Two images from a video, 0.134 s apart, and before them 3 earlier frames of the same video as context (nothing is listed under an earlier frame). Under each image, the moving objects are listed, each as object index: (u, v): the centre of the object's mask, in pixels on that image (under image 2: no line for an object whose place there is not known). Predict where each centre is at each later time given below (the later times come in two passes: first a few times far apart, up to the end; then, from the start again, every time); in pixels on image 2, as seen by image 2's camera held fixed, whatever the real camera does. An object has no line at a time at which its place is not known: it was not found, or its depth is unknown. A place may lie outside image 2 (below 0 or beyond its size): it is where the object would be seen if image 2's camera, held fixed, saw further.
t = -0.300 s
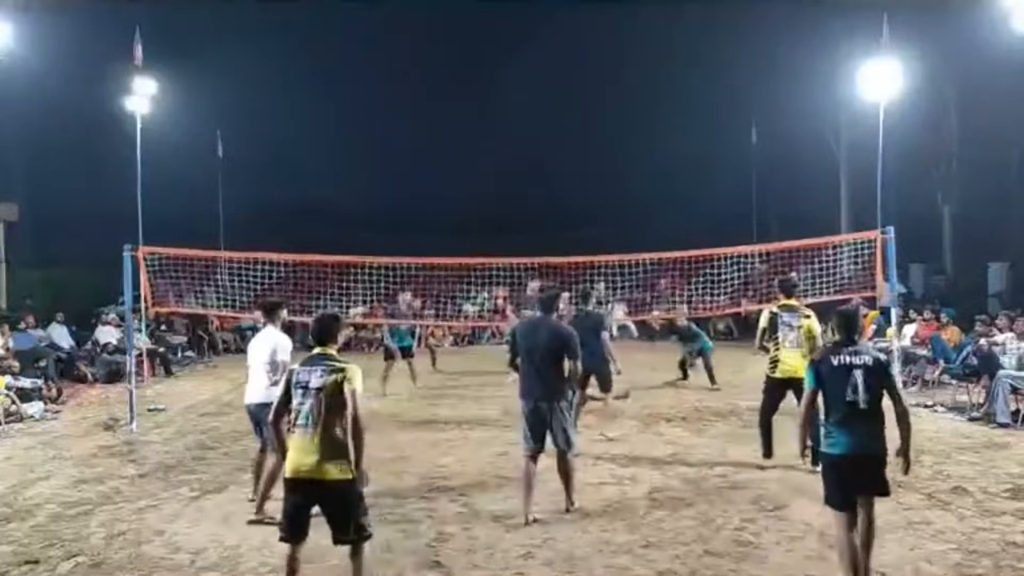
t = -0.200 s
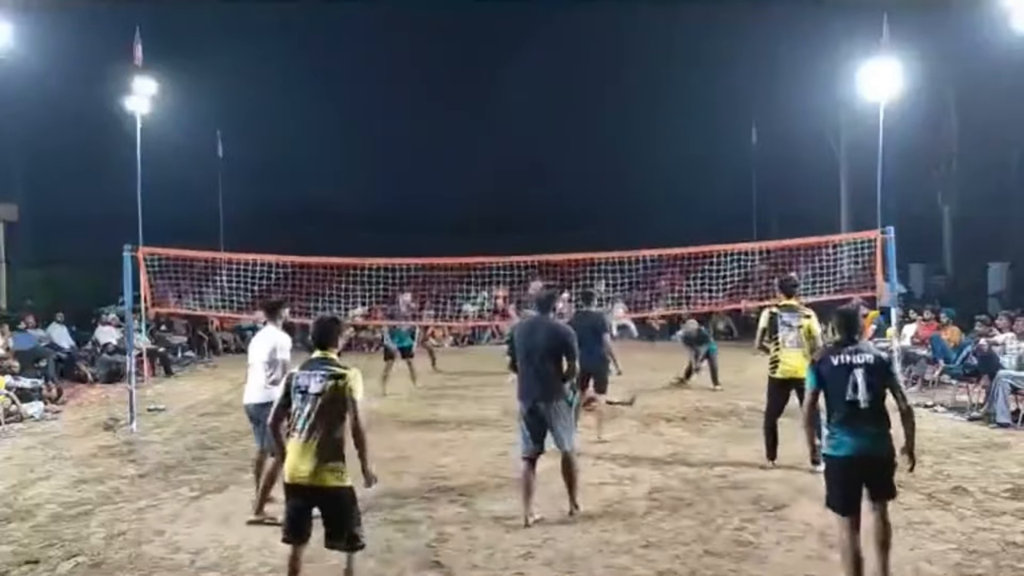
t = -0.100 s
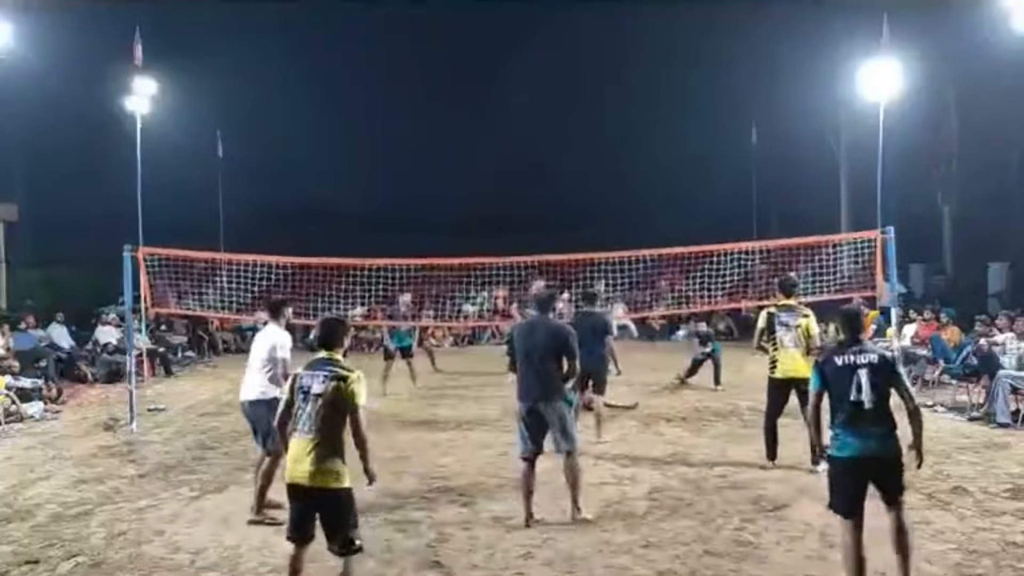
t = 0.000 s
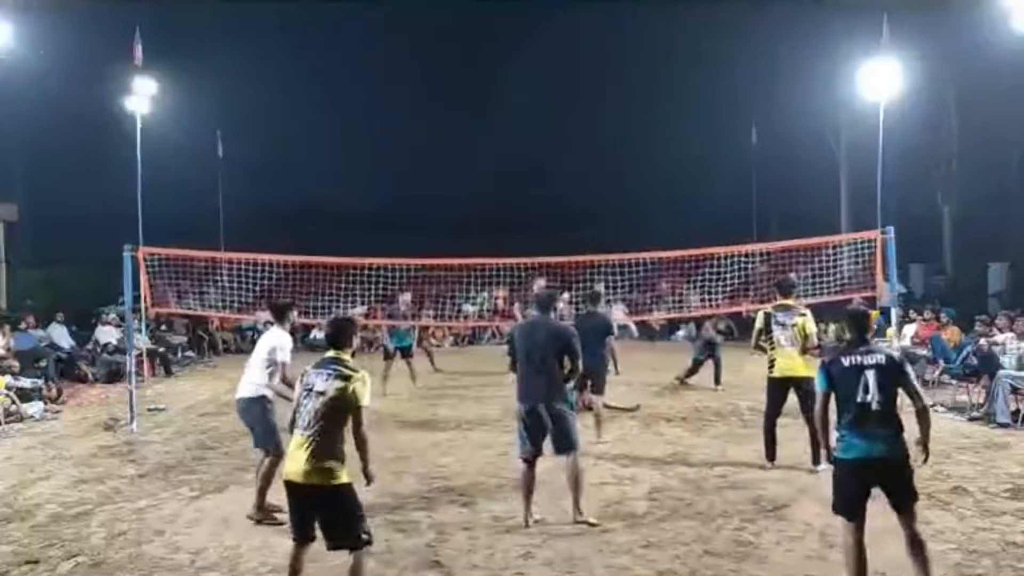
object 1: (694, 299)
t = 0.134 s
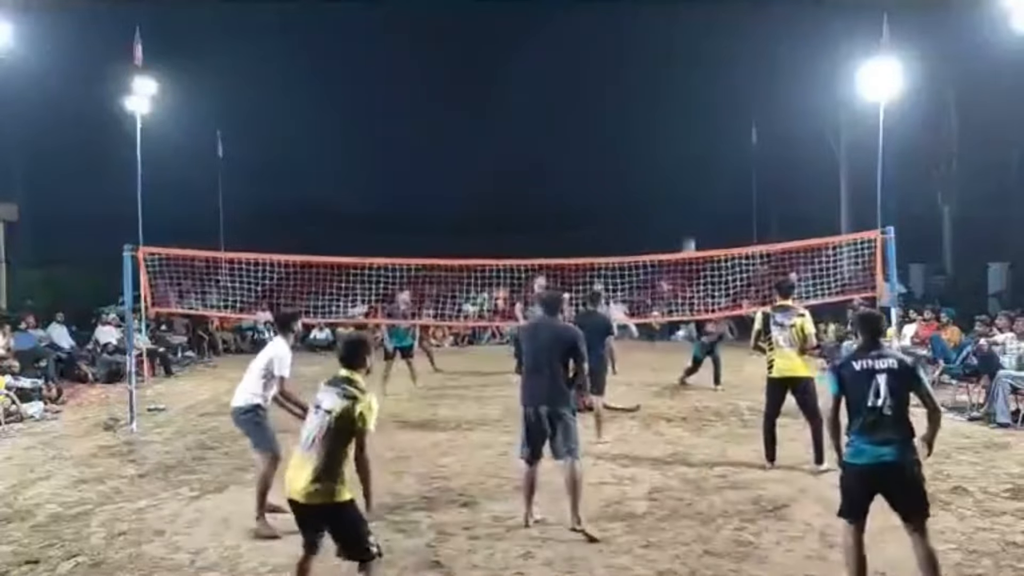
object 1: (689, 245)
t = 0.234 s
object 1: (686, 212)
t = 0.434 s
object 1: (683, 153)
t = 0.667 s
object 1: (678, 114)
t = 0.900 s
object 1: (673, 120)
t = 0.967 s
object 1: (672, 132)
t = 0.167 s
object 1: (688, 235)
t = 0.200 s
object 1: (688, 224)
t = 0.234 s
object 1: (686, 212)
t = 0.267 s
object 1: (686, 201)
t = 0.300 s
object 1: (685, 190)
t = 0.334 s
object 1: (684, 181)
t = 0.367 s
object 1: (684, 171)
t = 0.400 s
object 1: (683, 161)
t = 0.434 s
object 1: (683, 153)
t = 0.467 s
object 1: (682, 146)
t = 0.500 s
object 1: (681, 138)
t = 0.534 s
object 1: (681, 133)
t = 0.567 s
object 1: (680, 127)
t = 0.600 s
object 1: (679, 122)
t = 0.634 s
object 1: (679, 117)
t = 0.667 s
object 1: (678, 114)
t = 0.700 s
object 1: (678, 112)
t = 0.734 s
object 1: (677, 111)
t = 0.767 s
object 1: (677, 111)
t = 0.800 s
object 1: (676, 111)
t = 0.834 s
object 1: (675, 113)
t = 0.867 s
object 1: (675, 116)
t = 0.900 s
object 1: (673, 120)
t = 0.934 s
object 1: (673, 126)
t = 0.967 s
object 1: (672, 132)
